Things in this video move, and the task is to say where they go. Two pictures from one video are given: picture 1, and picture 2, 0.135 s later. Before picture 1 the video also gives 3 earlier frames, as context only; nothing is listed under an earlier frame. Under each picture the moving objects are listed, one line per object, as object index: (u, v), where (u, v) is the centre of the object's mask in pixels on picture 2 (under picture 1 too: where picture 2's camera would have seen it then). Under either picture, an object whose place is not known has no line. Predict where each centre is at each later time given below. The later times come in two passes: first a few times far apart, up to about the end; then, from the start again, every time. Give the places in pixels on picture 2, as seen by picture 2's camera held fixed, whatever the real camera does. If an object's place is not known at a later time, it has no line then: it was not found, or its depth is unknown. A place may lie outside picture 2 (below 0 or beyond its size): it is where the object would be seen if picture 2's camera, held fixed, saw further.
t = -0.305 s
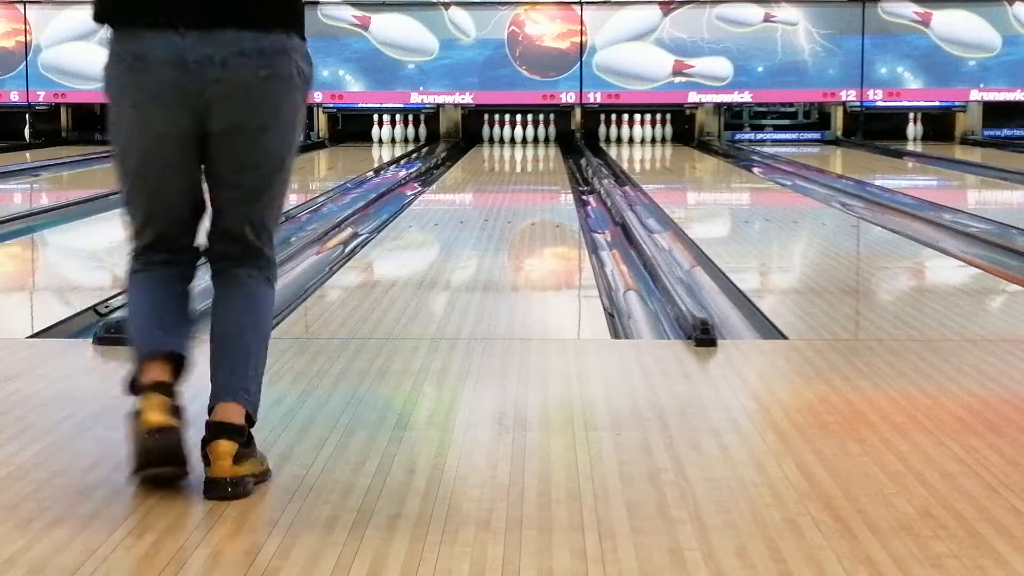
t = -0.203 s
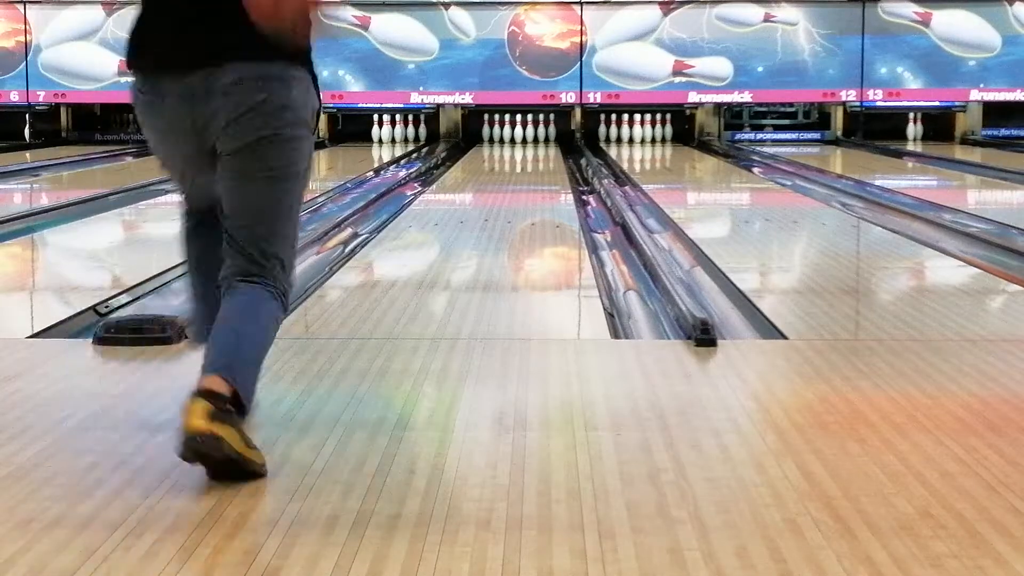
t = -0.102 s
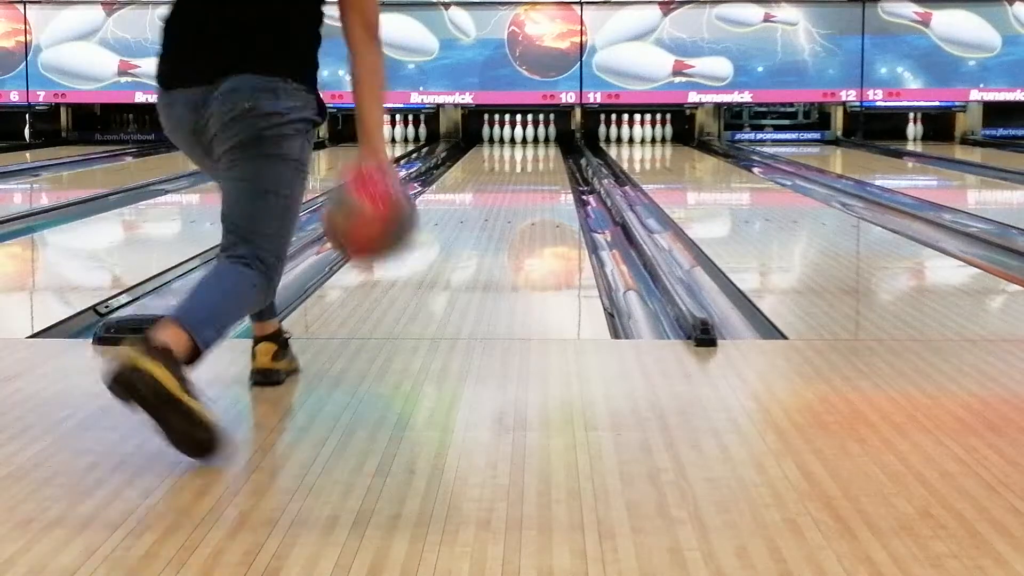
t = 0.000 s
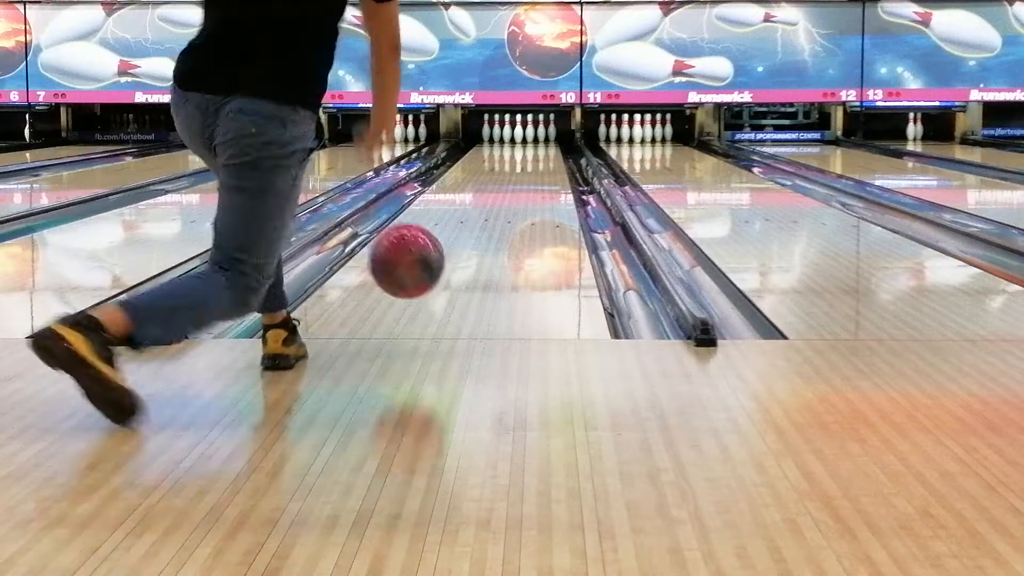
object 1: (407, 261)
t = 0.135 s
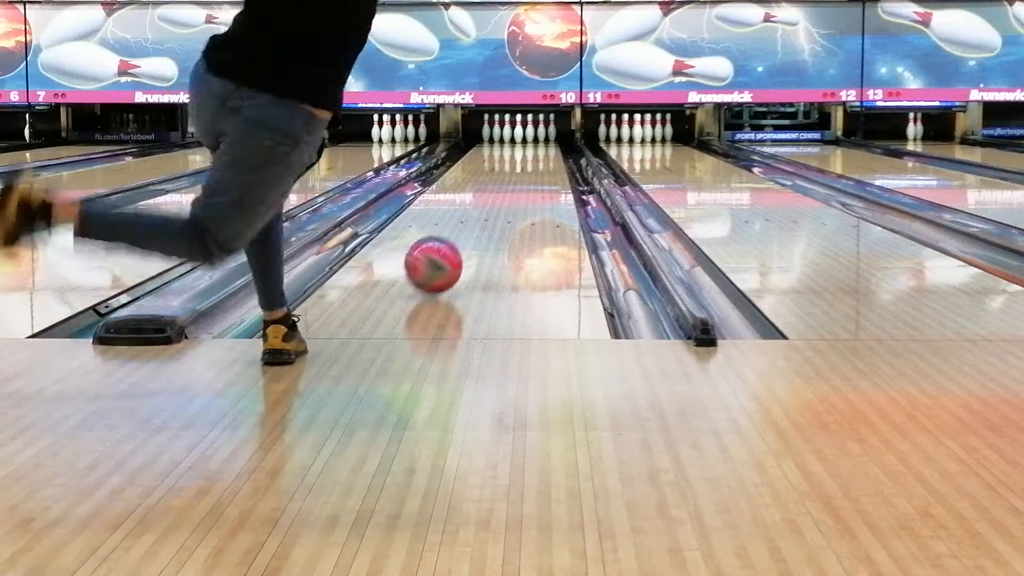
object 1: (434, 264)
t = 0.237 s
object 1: (447, 241)
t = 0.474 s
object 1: (466, 205)
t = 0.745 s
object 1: (480, 178)
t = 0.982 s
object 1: (488, 164)
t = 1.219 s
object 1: (493, 153)
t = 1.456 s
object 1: (497, 145)
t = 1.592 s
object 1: (499, 142)
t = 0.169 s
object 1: (439, 257)
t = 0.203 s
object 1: (442, 249)
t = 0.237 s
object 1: (447, 241)
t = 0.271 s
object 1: (450, 234)
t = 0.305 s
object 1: (453, 229)
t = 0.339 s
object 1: (456, 223)
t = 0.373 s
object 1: (459, 217)
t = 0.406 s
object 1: (462, 213)
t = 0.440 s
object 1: (464, 209)
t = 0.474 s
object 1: (466, 205)
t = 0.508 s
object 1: (469, 200)
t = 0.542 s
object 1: (471, 197)
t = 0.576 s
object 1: (472, 193)
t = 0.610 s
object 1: (474, 189)
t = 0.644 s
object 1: (476, 186)
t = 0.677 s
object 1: (477, 183)
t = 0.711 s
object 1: (478, 180)
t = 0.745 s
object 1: (480, 178)
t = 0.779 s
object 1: (482, 176)
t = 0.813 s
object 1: (483, 173)
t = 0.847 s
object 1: (484, 171)
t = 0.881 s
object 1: (485, 170)
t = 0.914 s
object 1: (486, 167)
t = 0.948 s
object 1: (486, 165)
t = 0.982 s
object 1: (488, 164)
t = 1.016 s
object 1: (489, 162)
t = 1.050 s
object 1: (489, 160)
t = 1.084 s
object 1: (490, 159)
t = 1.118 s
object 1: (491, 158)
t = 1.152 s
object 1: (492, 156)
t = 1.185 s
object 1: (493, 155)
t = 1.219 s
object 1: (493, 153)
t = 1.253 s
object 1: (494, 152)
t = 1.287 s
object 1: (494, 151)
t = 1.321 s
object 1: (495, 150)
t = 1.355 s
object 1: (495, 149)
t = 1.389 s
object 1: (496, 148)
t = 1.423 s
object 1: (496, 147)
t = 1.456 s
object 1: (497, 145)
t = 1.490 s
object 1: (497, 144)
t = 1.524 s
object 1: (498, 143)
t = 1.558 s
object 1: (499, 143)
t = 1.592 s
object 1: (499, 142)
